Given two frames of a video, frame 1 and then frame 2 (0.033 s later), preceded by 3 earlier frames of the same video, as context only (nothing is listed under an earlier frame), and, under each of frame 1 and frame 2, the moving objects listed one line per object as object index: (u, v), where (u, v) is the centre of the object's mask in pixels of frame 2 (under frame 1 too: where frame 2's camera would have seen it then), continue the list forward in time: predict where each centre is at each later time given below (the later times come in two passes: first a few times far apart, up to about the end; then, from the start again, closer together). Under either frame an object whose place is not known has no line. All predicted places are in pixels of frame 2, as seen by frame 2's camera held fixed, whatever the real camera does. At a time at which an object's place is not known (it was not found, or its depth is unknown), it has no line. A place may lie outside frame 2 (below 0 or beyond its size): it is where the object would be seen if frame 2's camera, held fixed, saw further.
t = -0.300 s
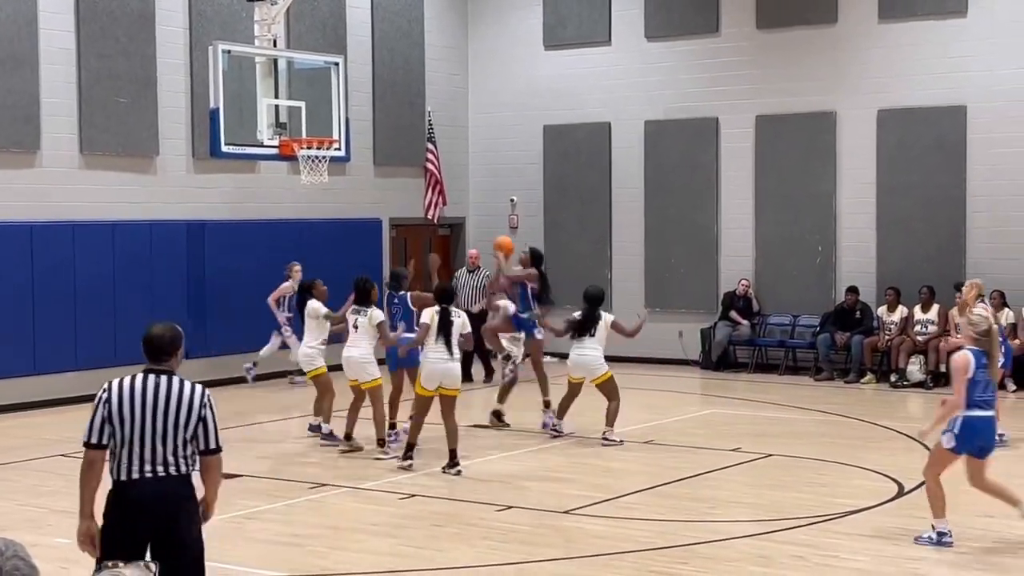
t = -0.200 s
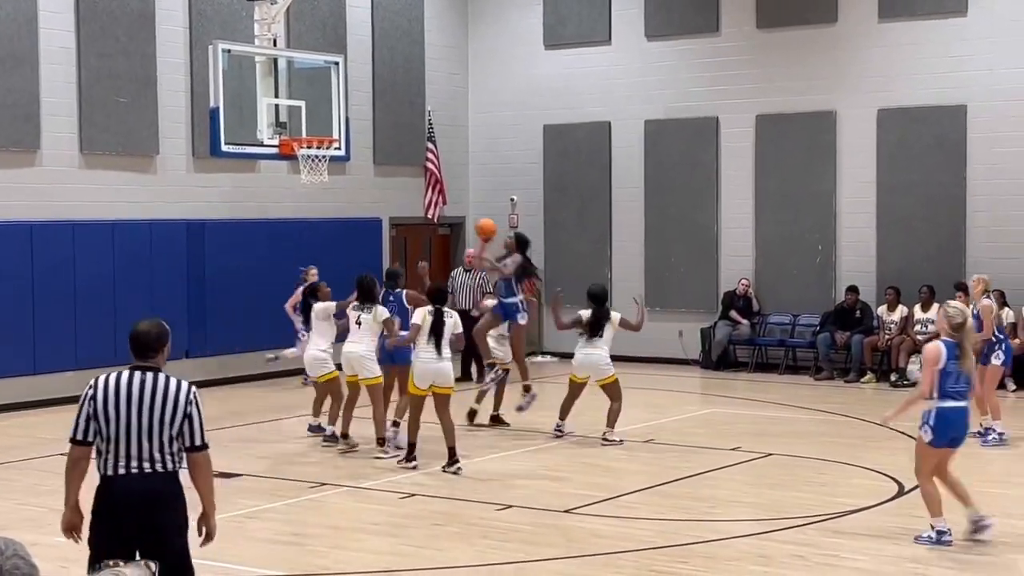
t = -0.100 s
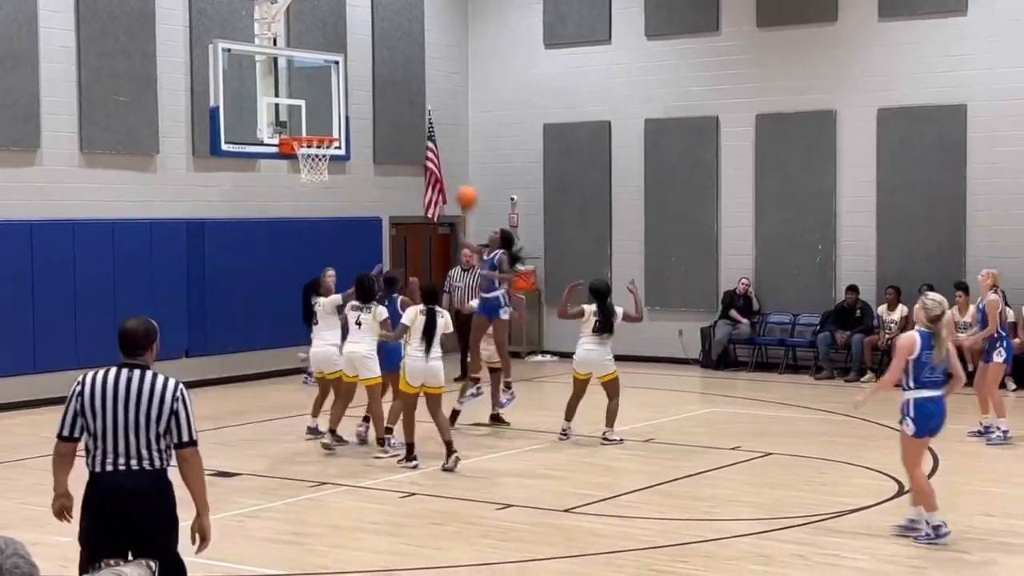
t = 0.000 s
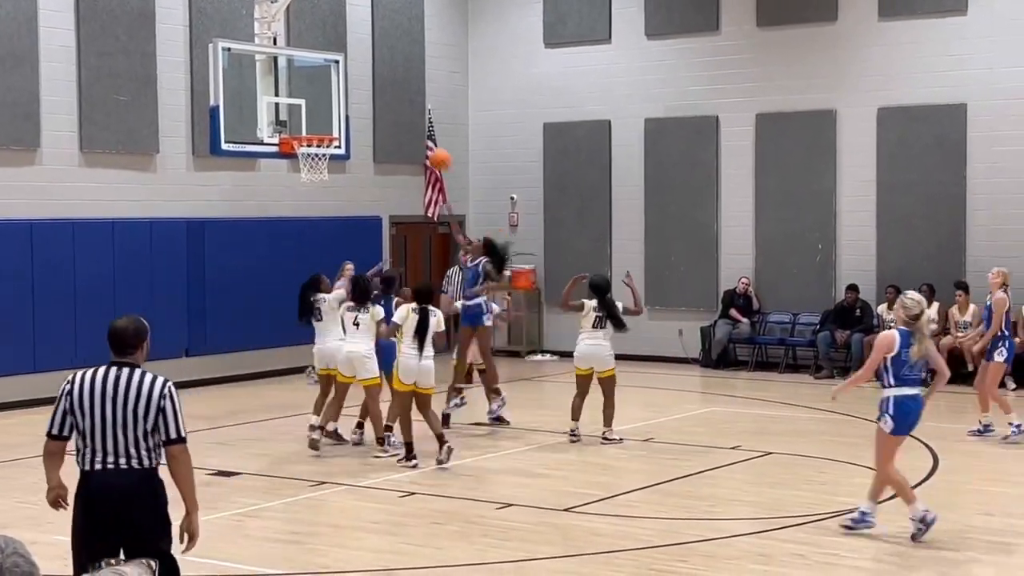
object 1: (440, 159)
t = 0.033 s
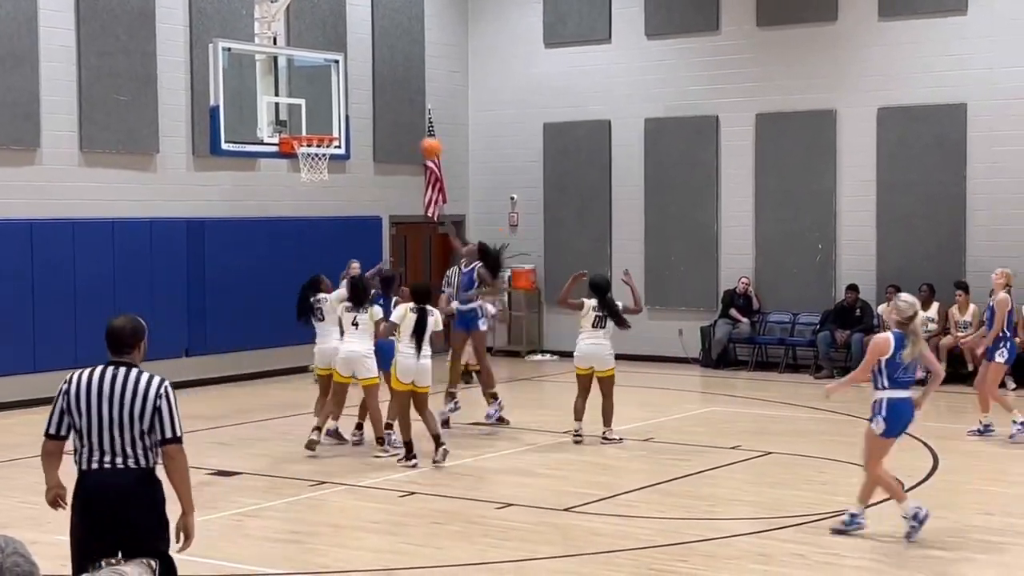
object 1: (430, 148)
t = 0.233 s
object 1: (377, 109)
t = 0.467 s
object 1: (314, 110)
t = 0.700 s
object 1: (319, 147)
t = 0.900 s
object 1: (323, 175)
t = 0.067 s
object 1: (421, 139)
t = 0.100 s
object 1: (412, 131)
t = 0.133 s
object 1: (404, 124)
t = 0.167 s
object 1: (395, 117)
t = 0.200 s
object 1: (386, 113)
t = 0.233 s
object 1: (377, 109)
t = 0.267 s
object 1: (368, 106)
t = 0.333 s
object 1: (350, 103)
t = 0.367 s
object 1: (341, 103)
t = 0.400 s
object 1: (331, 104)
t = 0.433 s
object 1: (322, 106)
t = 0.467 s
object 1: (314, 110)
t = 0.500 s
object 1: (313, 112)
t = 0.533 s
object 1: (313, 115)
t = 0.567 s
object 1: (314, 120)
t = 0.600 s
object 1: (315, 125)
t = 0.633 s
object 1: (315, 128)
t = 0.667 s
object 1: (318, 137)
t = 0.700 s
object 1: (319, 147)
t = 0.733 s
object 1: (320, 158)
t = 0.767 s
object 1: (321, 160)
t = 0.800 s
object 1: (322, 162)
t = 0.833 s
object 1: (322, 171)
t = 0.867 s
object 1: (322, 172)
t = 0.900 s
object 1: (323, 175)
